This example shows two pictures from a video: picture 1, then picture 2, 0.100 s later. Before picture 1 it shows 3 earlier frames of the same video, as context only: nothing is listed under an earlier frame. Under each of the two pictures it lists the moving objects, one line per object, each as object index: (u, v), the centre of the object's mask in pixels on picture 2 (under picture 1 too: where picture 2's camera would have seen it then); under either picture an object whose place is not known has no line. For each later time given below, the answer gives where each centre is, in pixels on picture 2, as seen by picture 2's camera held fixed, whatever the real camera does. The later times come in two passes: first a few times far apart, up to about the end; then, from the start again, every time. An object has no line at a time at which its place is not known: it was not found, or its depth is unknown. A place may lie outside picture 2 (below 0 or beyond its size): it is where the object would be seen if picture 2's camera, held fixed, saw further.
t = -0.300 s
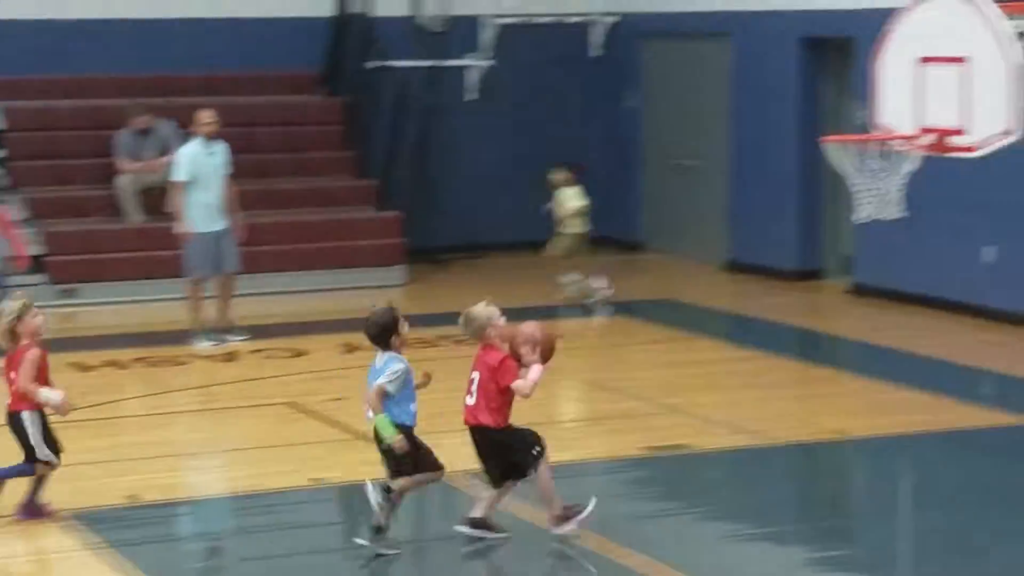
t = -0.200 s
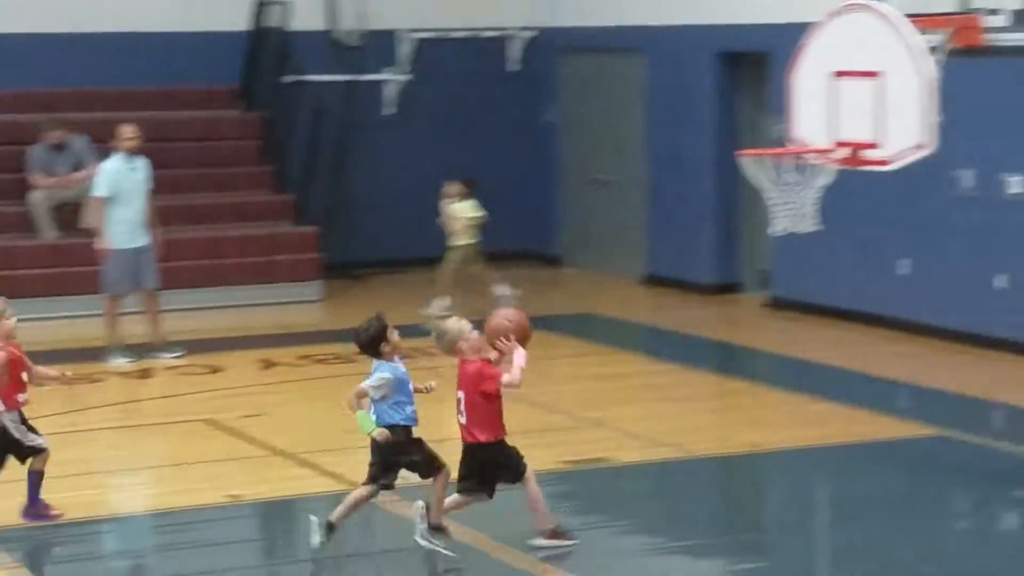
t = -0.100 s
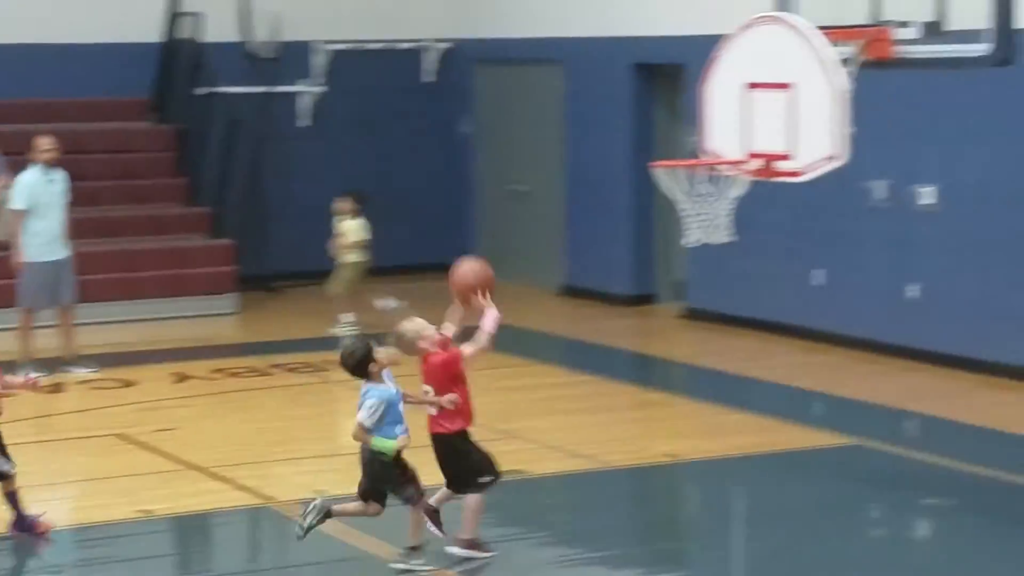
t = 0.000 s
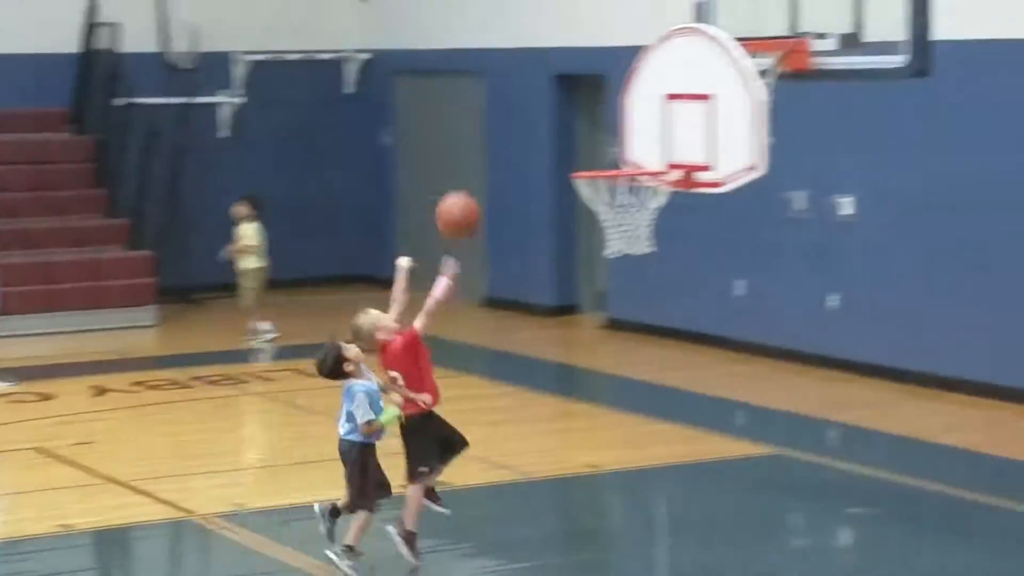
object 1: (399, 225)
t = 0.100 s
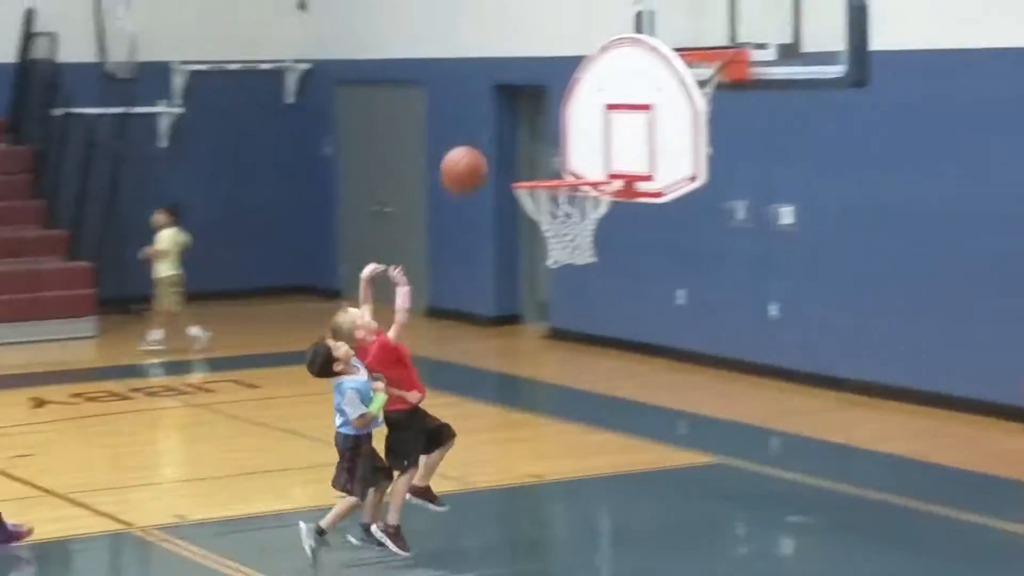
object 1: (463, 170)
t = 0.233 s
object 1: (545, 128)
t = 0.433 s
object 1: (601, 134)
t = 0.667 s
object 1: (530, 158)
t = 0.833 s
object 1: (487, 173)
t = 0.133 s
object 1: (484, 156)
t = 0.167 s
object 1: (505, 144)
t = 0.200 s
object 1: (526, 135)
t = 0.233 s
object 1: (545, 128)
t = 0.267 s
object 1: (566, 123)
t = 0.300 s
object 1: (587, 121)
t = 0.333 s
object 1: (607, 120)
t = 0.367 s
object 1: (625, 122)
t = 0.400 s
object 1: (612, 126)
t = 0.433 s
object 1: (601, 134)
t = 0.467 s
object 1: (589, 143)
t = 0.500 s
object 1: (575, 156)
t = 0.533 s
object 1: (566, 161)
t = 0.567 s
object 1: (556, 158)
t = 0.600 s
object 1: (547, 157)
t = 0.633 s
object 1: (539, 157)
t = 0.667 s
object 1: (530, 158)
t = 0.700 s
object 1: (522, 157)
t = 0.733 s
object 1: (513, 158)
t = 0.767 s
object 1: (504, 161)
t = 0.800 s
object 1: (496, 166)
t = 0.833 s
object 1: (487, 173)
